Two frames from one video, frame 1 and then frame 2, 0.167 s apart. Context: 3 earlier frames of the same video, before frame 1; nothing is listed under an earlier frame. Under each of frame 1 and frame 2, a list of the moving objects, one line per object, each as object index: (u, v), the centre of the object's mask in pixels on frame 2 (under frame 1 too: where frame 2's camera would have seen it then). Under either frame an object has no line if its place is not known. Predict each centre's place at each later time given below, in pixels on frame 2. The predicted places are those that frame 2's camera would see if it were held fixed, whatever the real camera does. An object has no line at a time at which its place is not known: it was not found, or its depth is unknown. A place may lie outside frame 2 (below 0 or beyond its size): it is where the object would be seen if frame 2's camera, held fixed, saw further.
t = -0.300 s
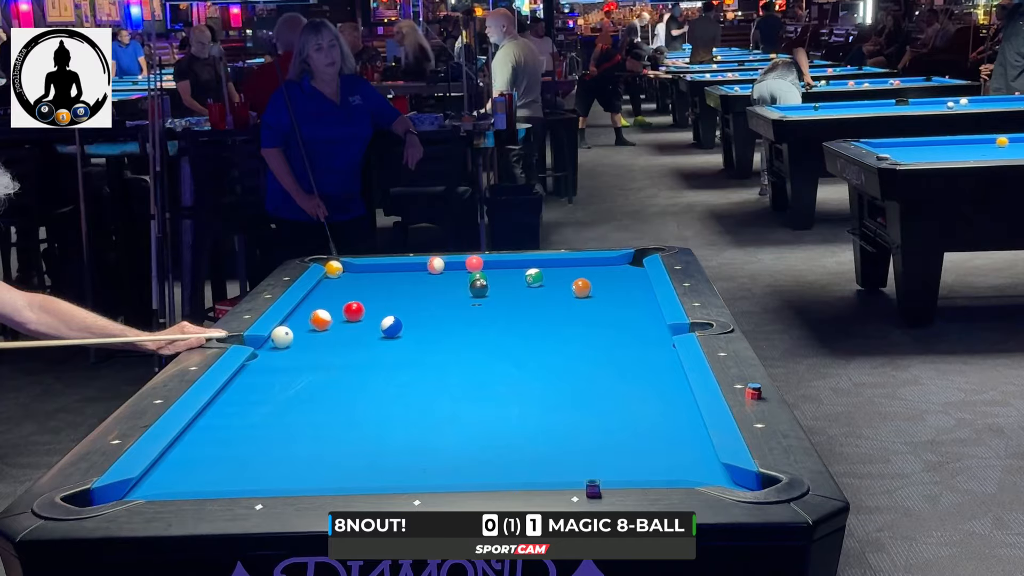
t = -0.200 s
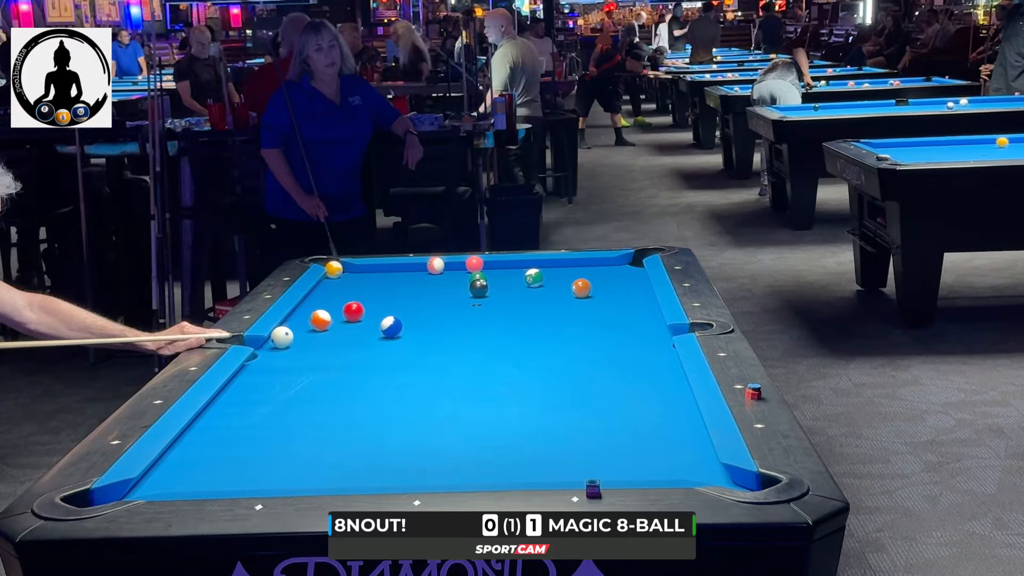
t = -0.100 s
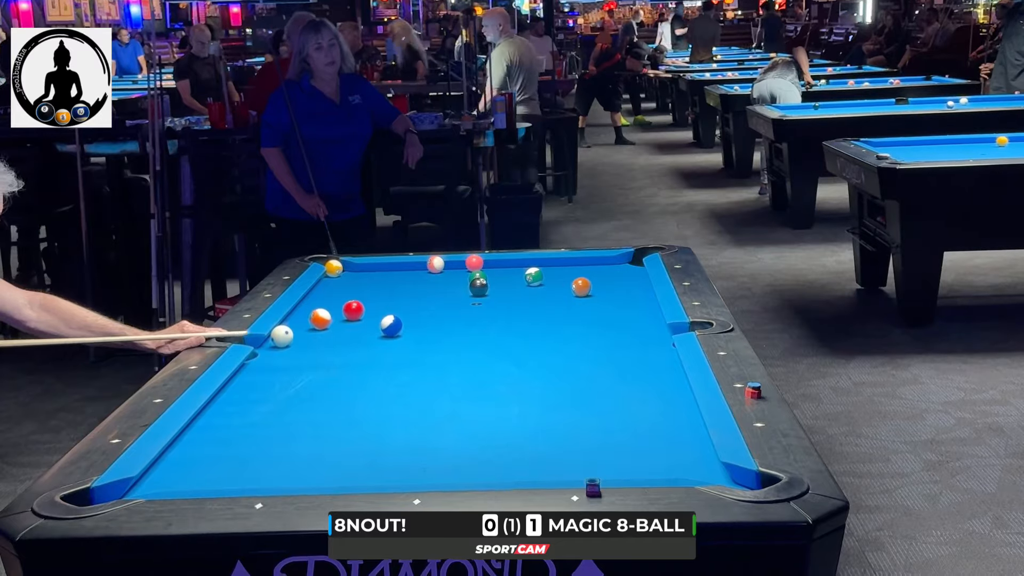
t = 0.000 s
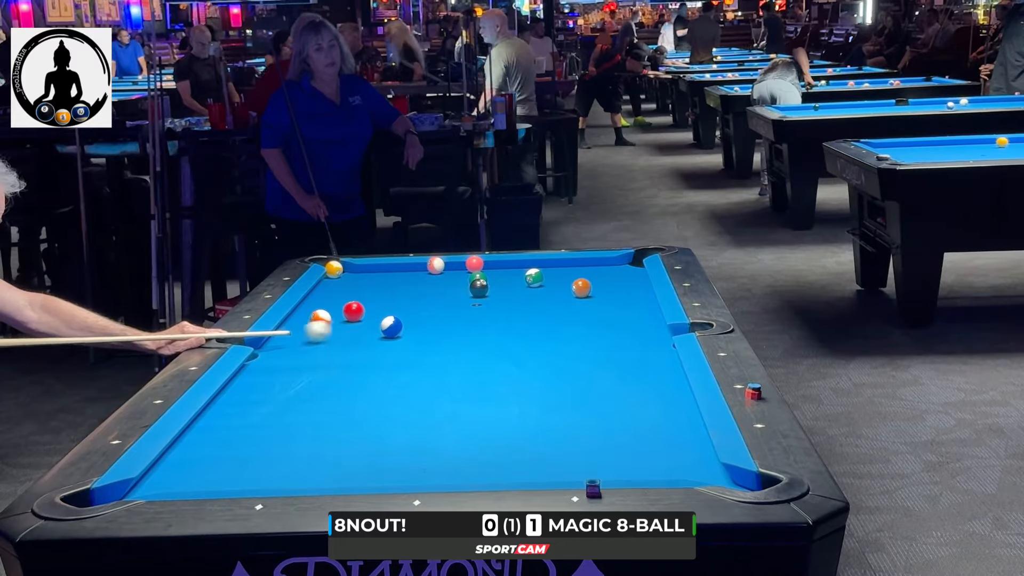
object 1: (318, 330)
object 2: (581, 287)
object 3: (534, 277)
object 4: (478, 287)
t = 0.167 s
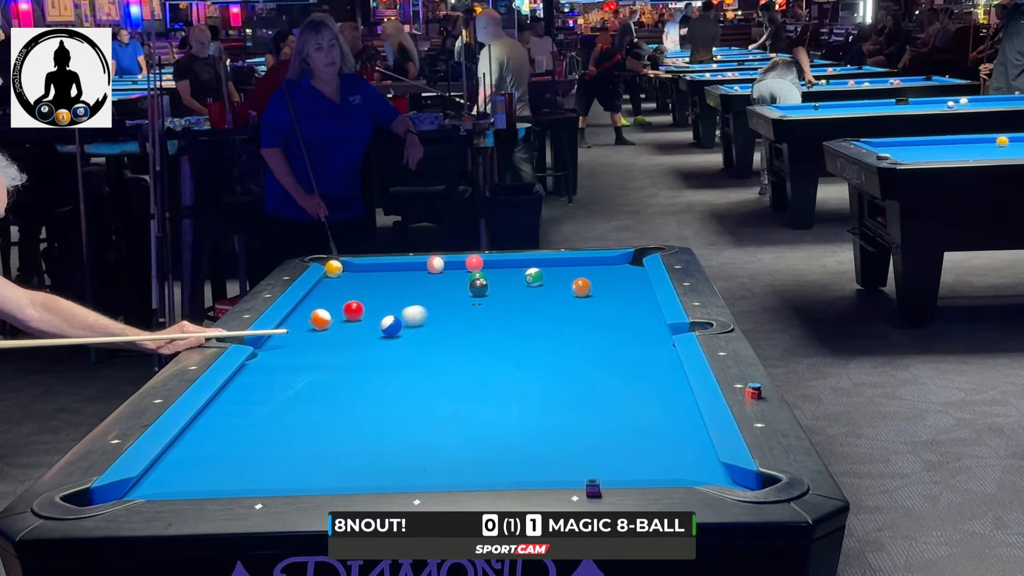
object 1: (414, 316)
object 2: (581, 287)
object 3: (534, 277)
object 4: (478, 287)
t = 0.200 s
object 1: (432, 313)
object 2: (581, 287)
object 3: (534, 277)
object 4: (478, 287)
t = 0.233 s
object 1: (450, 310)
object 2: (581, 287)
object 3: (534, 277)
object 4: (478, 287)
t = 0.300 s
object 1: (485, 304)
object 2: (581, 287)
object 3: (534, 277)
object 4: (478, 287)
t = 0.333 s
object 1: (502, 302)
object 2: (581, 287)
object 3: (534, 277)
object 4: (478, 287)
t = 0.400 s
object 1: (535, 296)
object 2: (581, 287)
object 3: (534, 277)
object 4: (478, 287)
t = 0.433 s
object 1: (551, 294)
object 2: (581, 287)
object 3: (534, 277)
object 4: (478, 287)
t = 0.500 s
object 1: (577, 292)
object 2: (588, 283)
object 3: (534, 277)
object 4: (478, 287)
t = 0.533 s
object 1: (584, 292)
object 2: (595, 281)
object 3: (534, 277)
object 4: (478, 287)
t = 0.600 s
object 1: (601, 292)
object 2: (607, 277)
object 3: (534, 277)
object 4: (478, 287)
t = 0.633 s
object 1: (609, 293)
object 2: (613, 275)
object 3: (534, 277)
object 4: (478, 287)
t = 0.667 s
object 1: (619, 292)
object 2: (617, 274)
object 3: (534, 277)
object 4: (478, 287)
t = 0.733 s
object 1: (638, 292)
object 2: (628, 270)
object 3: (534, 277)
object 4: (478, 287)
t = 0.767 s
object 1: (644, 292)
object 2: (632, 268)
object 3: (534, 277)
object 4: (478, 287)
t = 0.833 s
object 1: (632, 293)
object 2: (631, 266)
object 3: (534, 277)
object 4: (478, 287)
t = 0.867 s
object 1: (626, 292)
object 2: (628, 265)
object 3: (534, 277)
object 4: (478, 287)
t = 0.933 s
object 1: (615, 293)
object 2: (622, 263)
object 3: (534, 277)
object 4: (478, 287)
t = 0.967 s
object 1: (610, 293)
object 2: (619, 262)
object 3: (534, 277)
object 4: (478, 287)
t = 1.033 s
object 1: (599, 293)
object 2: (613, 260)
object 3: (534, 277)
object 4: (478, 287)
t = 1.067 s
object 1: (594, 293)
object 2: (610, 259)
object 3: (534, 277)
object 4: (478, 287)
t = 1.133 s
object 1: (584, 294)
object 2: (605, 260)
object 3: (534, 277)
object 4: (478, 287)
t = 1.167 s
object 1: (579, 294)
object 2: (602, 261)
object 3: (534, 277)
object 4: (478, 287)
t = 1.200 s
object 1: (574, 294)
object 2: (599, 262)
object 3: (534, 277)
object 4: (478, 287)
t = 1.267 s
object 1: (564, 294)
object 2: (594, 263)
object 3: (534, 277)
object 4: (478, 287)
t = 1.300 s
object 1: (559, 294)
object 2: (591, 264)
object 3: (534, 277)
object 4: (478, 287)
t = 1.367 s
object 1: (549, 294)
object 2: (585, 265)
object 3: (534, 277)
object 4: (478, 287)
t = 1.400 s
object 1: (544, 294)
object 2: (583, 266)
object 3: (534, 277)
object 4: (478, 287)
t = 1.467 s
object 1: (534, 294)
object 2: (577, 267)
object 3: (534, 276)
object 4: (478, 287)
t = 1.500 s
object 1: (530, 295)
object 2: (575, 268)
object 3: (534, 277)
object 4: (478, 287)
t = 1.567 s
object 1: (520, 295)
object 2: (569, 269)
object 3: (534, 277)
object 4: (478, 287)
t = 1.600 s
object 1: (516, 295)
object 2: (567, 270)
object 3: (534, 277)
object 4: (478, 287)
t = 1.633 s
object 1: (511, 295)
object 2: (564, 270)
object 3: (534, 277)
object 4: (478, 287)
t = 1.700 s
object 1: (502, 295)
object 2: (559, 272)
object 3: (534, 277)
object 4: (478, 287)
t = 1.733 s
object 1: (497, 295)
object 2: (556, 272)
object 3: (534, 277)
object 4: (478, 287)
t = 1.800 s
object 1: (488, 295)
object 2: (551, 274)
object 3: (534, 277)
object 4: (477, 286)
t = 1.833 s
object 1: (484, 295)
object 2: (550, 274)
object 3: (533, 277)
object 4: (476, 285)
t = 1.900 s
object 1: (475, 295)
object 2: (549, 275)
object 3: (529, 277)
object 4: (480, 284)
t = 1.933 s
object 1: (471, 295)
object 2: (548, 275)
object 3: (527, 278)
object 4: (480, 285)
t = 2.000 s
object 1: (463, 295)
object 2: (548, 275)
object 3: (523, 279)
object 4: (479, 287)
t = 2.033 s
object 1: (459, 295)
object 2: (548, 275)
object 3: (521, 279)
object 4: (478, 287)
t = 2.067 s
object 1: (455, 296)
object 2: (548, 276)
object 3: (519, 279)
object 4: (478, 287)
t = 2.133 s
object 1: (446, 296)
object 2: (547, 276)
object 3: (516, 280)
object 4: (478, 287)
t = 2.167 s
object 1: (442, 296)
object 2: (547, 276)
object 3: (514, 280)
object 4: (478, 287)
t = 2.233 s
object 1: (434, 296)
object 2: (547, 276)
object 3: (510, 281)
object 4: (478, 287)
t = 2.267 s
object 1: (430, 296)
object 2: (547, 277)
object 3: (509, 281)
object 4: (478, 287)
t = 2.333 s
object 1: (422, 296)
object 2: (547, 277)
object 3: (505, 282)
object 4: (478, 287)
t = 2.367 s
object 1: (418, 296)
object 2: (547, 277)
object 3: (503, 282)
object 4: (478, 287)
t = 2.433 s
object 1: (411, 296)
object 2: (547, 277)
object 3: (500, 282)
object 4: (478, 287)
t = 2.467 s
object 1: (407, 296)
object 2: (547, 277)
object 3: (498, 283)
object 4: (478, 287)
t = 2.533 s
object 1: (400, 296)
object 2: (546, 278)
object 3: (495, 283)
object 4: (478, 287)
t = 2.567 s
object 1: (396, 296)
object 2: (547, 278)
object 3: (495, 284)
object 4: (478, 287)
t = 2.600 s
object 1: (393, 297)
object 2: (547, 278)
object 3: (494, 283)
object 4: (478, 287)
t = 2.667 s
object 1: (385, 297)
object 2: (547, 278)
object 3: (492, 283)
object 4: (477, 288)
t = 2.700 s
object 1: (382, 297)
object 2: (547, 278)
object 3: (491, 283)
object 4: (476, 288)
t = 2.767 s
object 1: (375, 297)
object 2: (547, 278)
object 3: (490, 283)
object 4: (475, 288)
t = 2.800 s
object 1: (372, 297)
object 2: (547, 278)
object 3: (490, 283)
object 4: (475, 288)
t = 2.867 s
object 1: (365, 296)
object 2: (547, 278)
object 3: (489, 283)
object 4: (473, 289)
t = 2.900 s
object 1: (362, 296)
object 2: (547, 278)
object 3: (488, 283)
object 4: (473, 288)
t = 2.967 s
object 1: (355, 295)
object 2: (548, 278)
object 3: (488, 284)
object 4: (472, 289)
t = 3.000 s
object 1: (352, 295)
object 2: (548, 278)
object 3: (487, 284)
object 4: (471, 289)
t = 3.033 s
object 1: (348, 295)
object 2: (548, 278)
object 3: (487, 284)
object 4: (471, 289)
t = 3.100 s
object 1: (342, 297)
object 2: (548, 278)
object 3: (487, 284)
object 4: (470, 290)
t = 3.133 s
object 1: (339, 297)
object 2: (548, 278)
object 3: (486, 284)
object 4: (470, 290)
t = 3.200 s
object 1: (333, 297)
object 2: (548, 278)
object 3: (486, 284)
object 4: (469, 290)
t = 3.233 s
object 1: (330, 297)
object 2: (548, 278)
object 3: (486, 284)
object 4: (469, 290)
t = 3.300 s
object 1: (324, 297)
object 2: (548, 278)
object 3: (486, 284)
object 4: (468, 290)
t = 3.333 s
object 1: (321, 298)
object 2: (548, 279)
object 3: (486, 284)
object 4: (468, 290)
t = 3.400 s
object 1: (315, 298)
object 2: (548, 278)
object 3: (486, 284)
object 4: (467, 290)
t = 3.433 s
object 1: (312, 298)
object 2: (548, 278)
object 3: (486, 284)
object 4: (467, 290)
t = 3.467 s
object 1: (312, 298)
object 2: (548, 278)
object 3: (486, 284)
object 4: (467, 290)
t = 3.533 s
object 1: (316, 297)
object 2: (548, 278)
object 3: (487, 284)
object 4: (467, 290)
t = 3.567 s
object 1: (318, 297)
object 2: (548, 278)
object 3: (487, 284)
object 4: (467, 290)
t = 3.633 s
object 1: (321, 297)
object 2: (548, 278)
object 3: (487, 284)
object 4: (467, 290)
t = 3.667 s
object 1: (323, 297)
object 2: (548, 278)
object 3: (487, 284)
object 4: (467, 290)
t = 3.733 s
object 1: (326, 297)
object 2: (548, 278)
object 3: (487, 284)
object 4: (467, 290)
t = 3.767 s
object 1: (328, 297)
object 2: (548, 278)
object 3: (487, 284)
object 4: (467, 290)
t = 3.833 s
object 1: (331, 297)
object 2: (548, 278)
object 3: (487, 284)
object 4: (467, 290)
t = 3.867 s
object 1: (333, 297)
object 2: (548, 278)
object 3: (487, 284)
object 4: (466, 290)
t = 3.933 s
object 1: (336, 297)
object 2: (548, 278)
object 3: (487, 284)
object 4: (466, 290)
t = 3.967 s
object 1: (337, 297)
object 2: (548, 278)
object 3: (487, 284)
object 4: (466, 290)
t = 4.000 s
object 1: (339, 297)
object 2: (548, 278)
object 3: (487, 284)
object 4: (466, 290)
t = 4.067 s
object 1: (341, 296)
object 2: (548, 278)
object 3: (487, 284)
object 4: (466, 290)
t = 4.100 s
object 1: (343, 296)
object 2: (548, 278)
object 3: (487, 284)
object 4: (466, 290)
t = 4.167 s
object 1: (345, 295)
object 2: (548, 278)
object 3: (487, 284)
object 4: (466, 290)
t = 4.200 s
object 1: (346, 295)
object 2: (548, 278)
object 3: (487, 284)
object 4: (466, 290)
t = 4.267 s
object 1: (349, 295)
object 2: (548, 278)
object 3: (487, 284)
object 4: (466, 290)
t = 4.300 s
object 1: (350, 295)
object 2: (548, 278)
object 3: (487, 284)
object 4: (466, 290)
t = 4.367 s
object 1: (352, 294)
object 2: (548, 278)
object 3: (487, 284)
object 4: (466, 290)
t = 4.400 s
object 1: (353, 294)
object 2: (548, 278)
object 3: (487, 284)
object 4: (466, 290)
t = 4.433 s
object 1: (355, 294)
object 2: (548, 278)
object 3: (487, 284)
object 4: (466, 290)
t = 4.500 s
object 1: (357, 294)
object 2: (548, 278)
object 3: (487, 284)
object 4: (466, 290)
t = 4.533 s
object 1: (358, 294)
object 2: (548, 278)
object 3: (487, 284)
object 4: (466, 290)
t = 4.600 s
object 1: (360, 295)
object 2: (548, 278)
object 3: (487, 284)
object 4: (466, 290)
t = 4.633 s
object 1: (361, 295)
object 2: (548, 278)
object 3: (487, 284)
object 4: (466, 290)
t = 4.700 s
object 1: (362, 295)
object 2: (548, 278)
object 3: (487, 284)
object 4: (466, 290)
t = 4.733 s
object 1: (363, 295)
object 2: (548, 278)
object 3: (487, 284)
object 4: (466, 290)
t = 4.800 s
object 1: (365, 295)
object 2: (548, 278)
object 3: (487, 284)
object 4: (466, 290)
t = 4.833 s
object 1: (365, 295)
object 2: (548, 278)
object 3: (487, 284)
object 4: (466, 290)
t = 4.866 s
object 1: (366, 295)
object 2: (548, 278)
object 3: (487, 284)
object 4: (466, 290)
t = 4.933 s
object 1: (367, 295)
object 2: (548, 278)
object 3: (487, 284)
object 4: (466, 290)
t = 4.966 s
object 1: (368, 295)
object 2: (548, 278)
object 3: (487, 284)
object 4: (466, 290)
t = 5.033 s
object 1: (369, 295)
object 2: (548, 278)
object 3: (487, 284)
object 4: (466, 290)
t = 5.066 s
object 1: (369, 295)
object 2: (548, 278)
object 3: (487, 284)
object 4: (466, 290)
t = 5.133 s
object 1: (370, 295)
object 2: (548, 278)
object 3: (487, 284)
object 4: (466, 290)
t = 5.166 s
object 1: (370, 295)
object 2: (548, 278)
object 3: (487, 284)
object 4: (466, 290)
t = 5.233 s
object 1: (371, 295)
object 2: (548, 278)
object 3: (487, 284)
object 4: (466, 290)
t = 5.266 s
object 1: (371, 295)
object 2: (548, 278)
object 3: (487, 284)
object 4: (466, 290)
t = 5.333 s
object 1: (372, 295)
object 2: (548, 278)
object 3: (487, 284)
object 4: (466, 290)
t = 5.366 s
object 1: (372, 295)
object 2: (548, 278)
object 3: (487, 284)
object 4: (466, 290)
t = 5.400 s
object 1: (372, 294)
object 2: (548, 278)
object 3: (487, 284)
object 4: (466, 290)
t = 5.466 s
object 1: (373, 294)
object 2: (548, 278)
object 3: (487, 284)
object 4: (466, 290)
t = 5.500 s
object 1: (373, 294)
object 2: (548, 278)
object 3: (487, 284)
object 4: (466, 290)
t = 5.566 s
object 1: (373, 294)
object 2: (548, 278)
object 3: (487, 284)
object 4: (466, 290)
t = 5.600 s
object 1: (373, 294)
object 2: (548, 278)
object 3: (487, 284)
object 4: (466, 290)
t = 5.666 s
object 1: (373, 294)
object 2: (548, 278)
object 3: (487, 284)
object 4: (466, 290)
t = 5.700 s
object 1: (374, 294)
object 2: (548, 278)
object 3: (487, 284)
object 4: (466, 290)
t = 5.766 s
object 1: (374, 294)
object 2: (548, 278)
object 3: (487, 284)
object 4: (466, 290)
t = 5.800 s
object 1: (374, 294)
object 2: (548, 278)
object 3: (487, 284)
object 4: (466, 290)
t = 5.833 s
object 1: (374, 294)
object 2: (548, 278)
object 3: (487, 284)
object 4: (466, 290)
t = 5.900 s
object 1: (374, 294)
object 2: (548, 278)
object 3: (487, 284)
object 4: (466, 290)
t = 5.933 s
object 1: (374, 294)
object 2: (548, 278)
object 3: (487, 284)
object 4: (466, 290)
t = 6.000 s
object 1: (374, 294)
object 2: (548, 278)
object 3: (487, 284)
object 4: (466, 290)
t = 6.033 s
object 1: (374, 294)
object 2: (548, 278)
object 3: (487, 284)
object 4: (466, 290)
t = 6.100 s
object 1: (374, 294)
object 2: (548, 278)
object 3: (487, 284)
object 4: (466, 290)
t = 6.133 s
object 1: (374, 294)
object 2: (548, 278)
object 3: (487, 284)
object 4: (466, 290)
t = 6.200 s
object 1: (374, 294)
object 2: (548, 278)
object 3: (487, 284)
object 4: (466, 290)
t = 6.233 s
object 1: (374, 294)
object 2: (548, 278)
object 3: (487, 284)
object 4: (466, 290)
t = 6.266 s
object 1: (374, 294)
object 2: (548, 278)
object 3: (487, 284)
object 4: (466, 290)
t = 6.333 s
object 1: (374, 294)
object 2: (548, 278)
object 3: (487, 284)
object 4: (466, 290)
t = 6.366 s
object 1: (374, 294)
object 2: (548, 278)
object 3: (487, 284)
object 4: (466, 290)
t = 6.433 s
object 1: (374, 294)
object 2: (548, 278)
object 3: (487, 284)
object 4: (466, 290)
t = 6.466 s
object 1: (374, 294)
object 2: (548, 278)
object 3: (487, 284)
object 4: (466, 290)
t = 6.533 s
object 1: (374, 294)
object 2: (548, 278)
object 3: (487, 284)
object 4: (466, 290)
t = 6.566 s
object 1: (374, 294)
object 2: (548, 278)
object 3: (487, 284)
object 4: (466, 290)
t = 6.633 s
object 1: (374, 294)
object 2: (548, 278)
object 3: (487, 284)
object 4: (466, 290)
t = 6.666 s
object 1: (374, 294)
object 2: (548, 278)
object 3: (487, 284)
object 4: (466, 290)
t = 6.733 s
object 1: (374, 294)
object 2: (548, 278)
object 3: (487, 284)
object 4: (466, 290)
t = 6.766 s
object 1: (374, 294)
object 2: (548, 278)
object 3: (487, 284)
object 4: (466, 290)
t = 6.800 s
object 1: (374, 294)
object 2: (548, 278)
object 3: (487, 284)
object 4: (466, 290)
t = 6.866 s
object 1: (374, 294)
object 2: (548, 278)
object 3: (487, 284)
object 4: (466, 290)
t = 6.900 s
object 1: (374, 294)
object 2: (548, 278)
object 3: (487, 284)
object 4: (466, 290)
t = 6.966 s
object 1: (374, 294)
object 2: (548, 278)
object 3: (487, 284)
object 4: (466, 290)
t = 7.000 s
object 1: (374, 294)
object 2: (548, 278)
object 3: (487, 284)
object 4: (466, 290)
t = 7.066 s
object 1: (374, 294)
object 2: (548, 278)
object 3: (487, 284)
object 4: (466, 290)
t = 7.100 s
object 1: (374, 294)
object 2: (548, 278)
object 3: (487, 284)
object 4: (466, 290)
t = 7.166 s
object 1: (374, 294)
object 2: (548, 278)
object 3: (487, 284)
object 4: (466, 290)
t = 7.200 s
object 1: (374, 294)
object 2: (548, 278)
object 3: (487, 284)
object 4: (466, 290)
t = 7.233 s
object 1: (374, 294)
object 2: (548, 278)
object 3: (487, 284)
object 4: (466, 290)
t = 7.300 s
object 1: (374, 294)
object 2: (548, 278)
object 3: (487, 284)
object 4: (466, 290)
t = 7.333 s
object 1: (374, 294)
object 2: (548, 278)
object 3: (487, 284)
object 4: (466, 290)
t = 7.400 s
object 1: (374, 294)
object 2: (548, 278)
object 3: (487, 284)
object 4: (466, 290)
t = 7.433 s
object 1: (374, 294)
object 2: (548, 278)
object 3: (487, 284)
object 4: (466, 290)
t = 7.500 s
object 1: (374, 294)
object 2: (548, 278)
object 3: (487, 284)
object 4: (466, 290)
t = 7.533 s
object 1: (374, 294)
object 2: (548, 278)
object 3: (487, 284)
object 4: (466, 290)
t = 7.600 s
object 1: (374, 294)
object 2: (548, 278)
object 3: (487, 284)
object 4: (466, 290)
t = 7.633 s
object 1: (374, 294)
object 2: (548, 278)
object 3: (487, 284)
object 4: (466, 290)
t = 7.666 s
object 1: (374, 294)
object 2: (548, 278)
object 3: (487, 284)
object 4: (466, 290)
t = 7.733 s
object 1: (374, 294)
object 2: (548, 278)
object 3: (487, 284)
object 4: (466, 290)
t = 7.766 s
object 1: (374, 294)
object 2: (548, 278)
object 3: (487, 284)
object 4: (466, 290)
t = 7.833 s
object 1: (374, 295)
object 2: (548, 278)
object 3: (487, 284)
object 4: (466, 290)
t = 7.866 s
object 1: (374, 294)
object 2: (548, 278)
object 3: (487, 284)
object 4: (466, 290)
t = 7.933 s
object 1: (374, 294)
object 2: (548, 278)
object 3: (487, 284)
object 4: (466, 290)
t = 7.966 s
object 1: (374, 294)
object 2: (548, 278)
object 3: (487, 284)
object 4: (466, 290)
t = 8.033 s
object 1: (374, 295)
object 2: (548, 278)
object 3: (487, 284)
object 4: (466, 290)
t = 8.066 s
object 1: (374, 295)
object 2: (548, 278)
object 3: (487, 284)
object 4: (466, 290)
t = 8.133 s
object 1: (374, 295)
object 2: (548, 278)
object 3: (487, 284)
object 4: (466, 290)
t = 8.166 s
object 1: (374, 295)
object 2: (548, 278)
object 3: (487, 284)
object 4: (466, 290)
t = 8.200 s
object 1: (374, 295)
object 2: (548, 278)
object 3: (487, 284)
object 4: (466, 290)
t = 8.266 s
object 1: (374, 294)
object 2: (548, 278)
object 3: (487, 284)
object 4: (466, 290)
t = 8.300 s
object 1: (374, 294)
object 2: (548, 278)
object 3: (487, 284)
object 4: (466, 290)
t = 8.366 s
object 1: (374, 294)
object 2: (548, 278)
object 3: (487, 284)
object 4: (466, 290)
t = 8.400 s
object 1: (374, 294)
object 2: (548, 278)
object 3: (487, 284)
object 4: (466, 290)
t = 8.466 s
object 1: (374, 294)
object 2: (548, 278)
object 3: (487, 284)
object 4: (466, 290)
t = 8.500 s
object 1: (374, 294)
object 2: (548, 278)
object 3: (487, 284)
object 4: (466, 290)
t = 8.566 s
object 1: (374, 295)
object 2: (548, 278)
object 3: (487, 284)
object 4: (466, 290)
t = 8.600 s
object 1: (374, 294)
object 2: (548, 278)
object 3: (487, 284)
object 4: (466, 290)
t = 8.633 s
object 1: (374, 294)
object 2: (548, 278)
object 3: (487, 284)
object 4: (466, 290)
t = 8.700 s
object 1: (374, 294)
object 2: (548, 278)
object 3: (487, 284)
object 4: (466, 290)
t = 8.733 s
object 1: (374, 294)
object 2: (548, 278)
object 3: (487, 284)
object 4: (466, 290)
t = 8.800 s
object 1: (374, 294)
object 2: (548, 278)
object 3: (487, 284)
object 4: (466, 290)
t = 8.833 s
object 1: (374, 294)
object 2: (548, 278)
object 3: (487, 284)
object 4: (466, 290)
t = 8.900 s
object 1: (374, 294)
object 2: (548, 278)
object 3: (487, 284)
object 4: (466, 290)
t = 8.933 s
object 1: (374, 294)
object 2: (548, 278)
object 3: (487, 284)
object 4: (466, 290)
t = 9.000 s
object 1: (374, 294)
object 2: (548, 278)
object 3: (487, 284)
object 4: (466, 290)
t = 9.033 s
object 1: (374, 294)
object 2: (548, 278)
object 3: (487, 284)
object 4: (466, 290)
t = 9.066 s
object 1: (374, 294)
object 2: (548, 278)
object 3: (487, 284)
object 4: (466, 290)
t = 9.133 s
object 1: (374, 294)
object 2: (548, 278)
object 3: (487, 284)
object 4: (466, 290)
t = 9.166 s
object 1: (374, 294)
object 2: (548, 278)
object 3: (487, 284)
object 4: (466, 290)
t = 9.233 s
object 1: (374, 294)
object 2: (548, 278)
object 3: (487, 284)
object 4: (466, 290)
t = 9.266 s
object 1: (374, 294)
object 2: (548, 278)
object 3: (487, 284)
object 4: (466, 290)
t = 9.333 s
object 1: (374, 294)
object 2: (548, 278)
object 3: (487, 284)
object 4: (466, 290)
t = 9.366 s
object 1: (374, 294)
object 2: (548, 278)
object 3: (487, 284)
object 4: (466, 290)
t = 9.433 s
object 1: (374, 294)
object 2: (548, 278)
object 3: (487, 284)
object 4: (466, 290)
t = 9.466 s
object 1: (374, 294)
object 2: (548, 278)
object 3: (487, 284)
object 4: (466, 290)
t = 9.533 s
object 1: (374, 294)
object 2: (548, 278)
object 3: (487, 284)
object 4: (466, 290)
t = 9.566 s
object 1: (374, 294)
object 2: (548, 278)
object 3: (487, 284)
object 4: (466, 290)
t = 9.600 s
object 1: (374, 294)
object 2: (548, 278)
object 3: (487, 284)
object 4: (466, 290)
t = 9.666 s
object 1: (374, 294)
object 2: (548, 278)
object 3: (487, 284)
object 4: (466, 290)
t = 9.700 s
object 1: (374, 294)
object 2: (548, 278)
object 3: (487, 284)
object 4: (466, 290)
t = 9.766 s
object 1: (374, 294)
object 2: (548, 278)
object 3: (487, 284)
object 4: (466, 290)
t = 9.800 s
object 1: (374, 294)
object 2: (548, 278)
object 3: (487, 284)
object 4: (466, 290)
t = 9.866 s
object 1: (374, 294)
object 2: (548, 278)
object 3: (487, 284)
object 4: (466, 290)
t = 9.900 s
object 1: (374, 294)
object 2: (548, 278)
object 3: (487, 284)
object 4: (466, 290)
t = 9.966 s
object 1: (374, 294)
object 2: (548, 278)
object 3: (487, 284)
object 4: (466, 290)
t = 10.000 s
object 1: (374, 294)
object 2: (548, 278)
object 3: (487, 284)
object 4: (466, 290)
